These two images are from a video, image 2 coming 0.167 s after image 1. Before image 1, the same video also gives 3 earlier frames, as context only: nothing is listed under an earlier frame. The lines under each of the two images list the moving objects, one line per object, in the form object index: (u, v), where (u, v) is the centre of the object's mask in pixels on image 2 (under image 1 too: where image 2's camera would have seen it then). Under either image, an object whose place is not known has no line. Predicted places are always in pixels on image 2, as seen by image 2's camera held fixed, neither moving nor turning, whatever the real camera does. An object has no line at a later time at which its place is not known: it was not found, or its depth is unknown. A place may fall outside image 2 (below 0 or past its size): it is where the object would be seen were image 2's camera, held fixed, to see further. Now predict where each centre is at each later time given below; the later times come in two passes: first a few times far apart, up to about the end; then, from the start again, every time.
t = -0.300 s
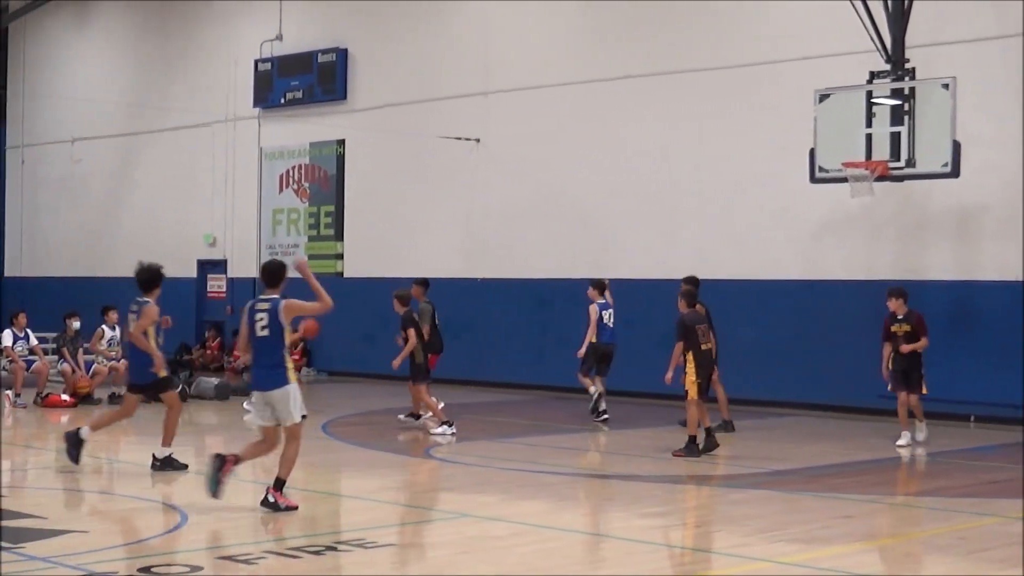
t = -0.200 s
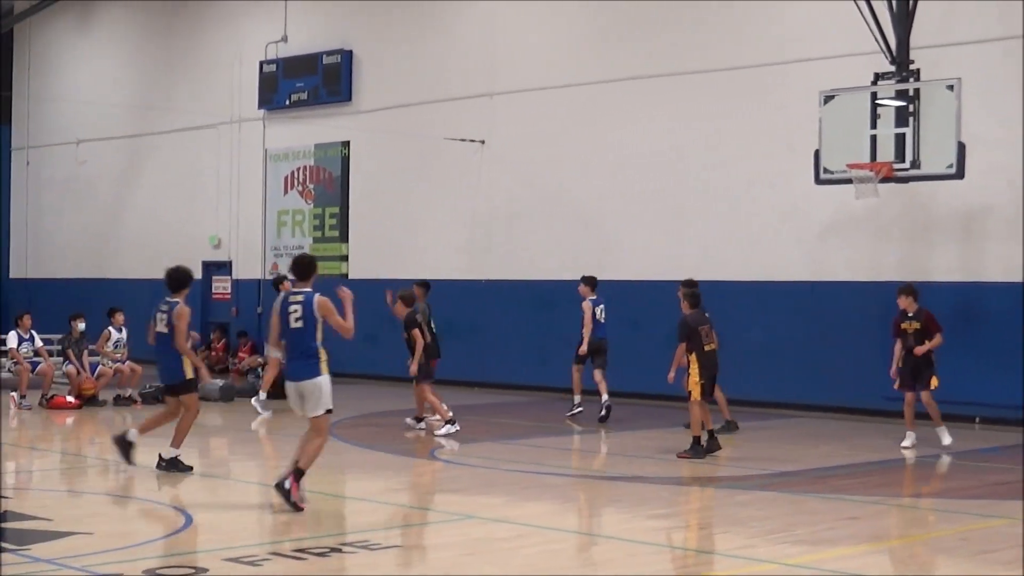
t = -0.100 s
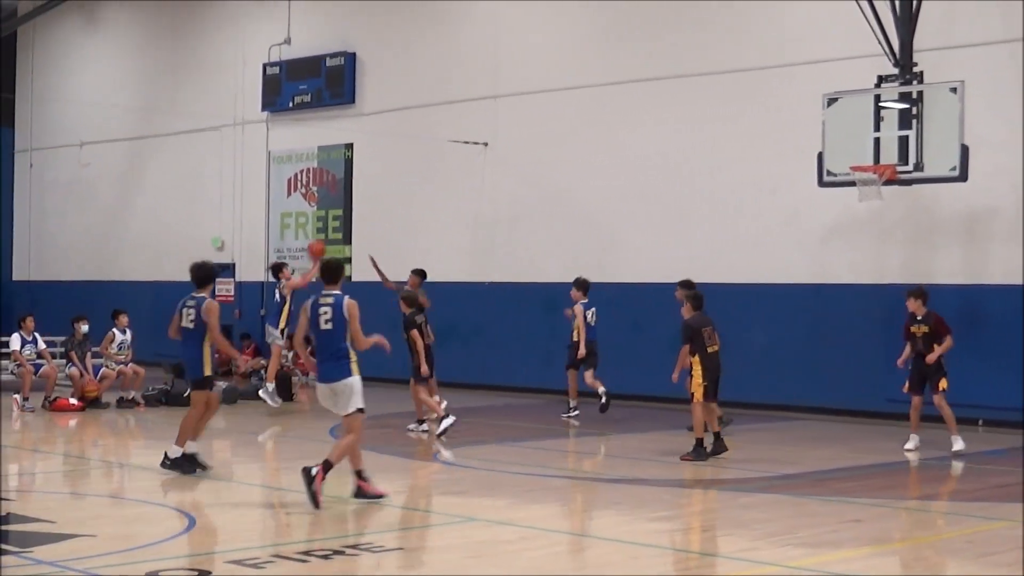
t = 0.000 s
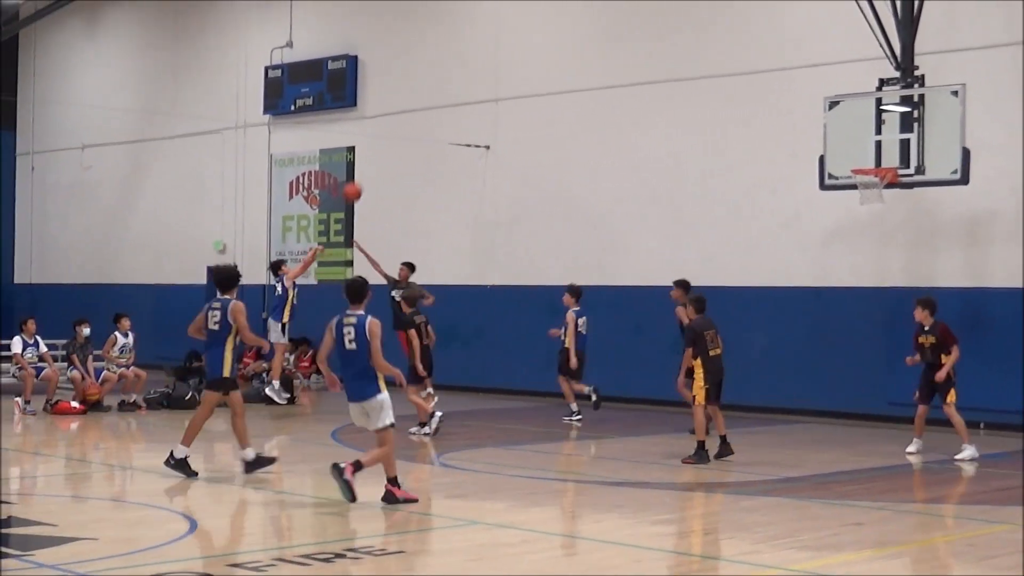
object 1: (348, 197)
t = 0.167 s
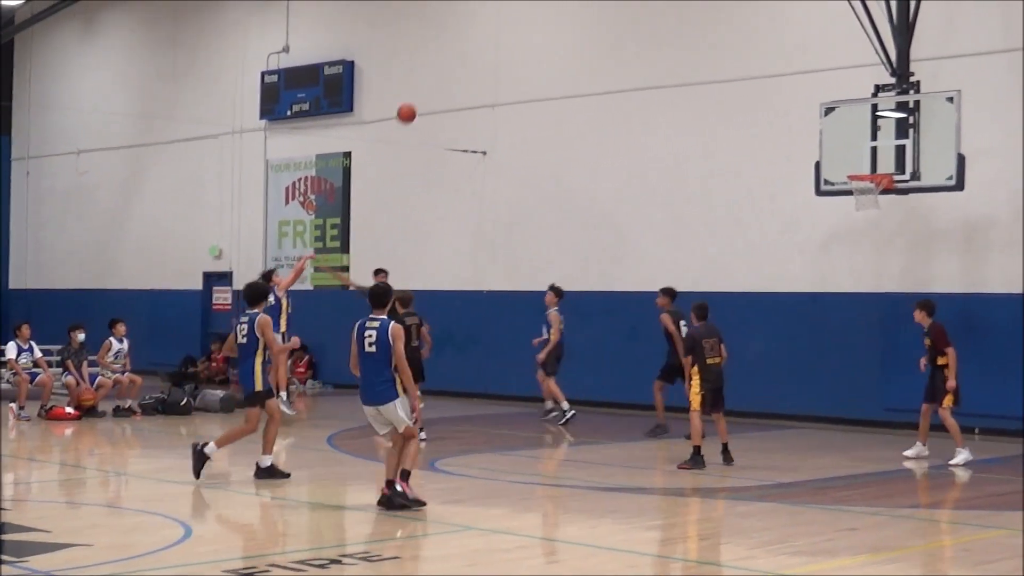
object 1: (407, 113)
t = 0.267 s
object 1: (441, 74)
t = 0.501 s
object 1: (520, 11)
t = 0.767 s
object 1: (611, -8)
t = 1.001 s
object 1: (691, 23)
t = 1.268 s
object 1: (784, 117)
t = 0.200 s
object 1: (418, 99)
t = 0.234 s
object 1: (429, 86)
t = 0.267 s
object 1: (441, 74)
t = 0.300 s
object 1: (452, 62)
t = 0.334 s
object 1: (464, 51)
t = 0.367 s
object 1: (475, 41)
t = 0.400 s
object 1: (486, 33)
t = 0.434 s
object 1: (498, 25)
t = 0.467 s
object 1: (509, 17)
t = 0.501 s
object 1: (520, 11)
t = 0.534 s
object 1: (531, 5)
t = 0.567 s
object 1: (542, 1)
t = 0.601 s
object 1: (554, -3)
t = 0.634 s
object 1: (565, -5)
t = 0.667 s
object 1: (576, -7)
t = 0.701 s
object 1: (588, -8)
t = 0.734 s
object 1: (599, -8)
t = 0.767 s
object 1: (611, -8)
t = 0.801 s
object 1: (622, -7)
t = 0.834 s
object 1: (634, -4)
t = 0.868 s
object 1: (645, 0)
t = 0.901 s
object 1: (657, 4)
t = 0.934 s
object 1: (668, 10)
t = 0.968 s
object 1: (680, 16)
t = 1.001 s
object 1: (691, 23)
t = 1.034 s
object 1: (703, 32)
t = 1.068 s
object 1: (714, 41)
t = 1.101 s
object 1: (726, 51)
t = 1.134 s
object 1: (738, 62)
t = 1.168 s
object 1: (749, 75)
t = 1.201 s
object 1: (761, 88)
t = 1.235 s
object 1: (772, 102)
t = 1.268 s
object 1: (784, 117)
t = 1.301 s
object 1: (795, 133)
